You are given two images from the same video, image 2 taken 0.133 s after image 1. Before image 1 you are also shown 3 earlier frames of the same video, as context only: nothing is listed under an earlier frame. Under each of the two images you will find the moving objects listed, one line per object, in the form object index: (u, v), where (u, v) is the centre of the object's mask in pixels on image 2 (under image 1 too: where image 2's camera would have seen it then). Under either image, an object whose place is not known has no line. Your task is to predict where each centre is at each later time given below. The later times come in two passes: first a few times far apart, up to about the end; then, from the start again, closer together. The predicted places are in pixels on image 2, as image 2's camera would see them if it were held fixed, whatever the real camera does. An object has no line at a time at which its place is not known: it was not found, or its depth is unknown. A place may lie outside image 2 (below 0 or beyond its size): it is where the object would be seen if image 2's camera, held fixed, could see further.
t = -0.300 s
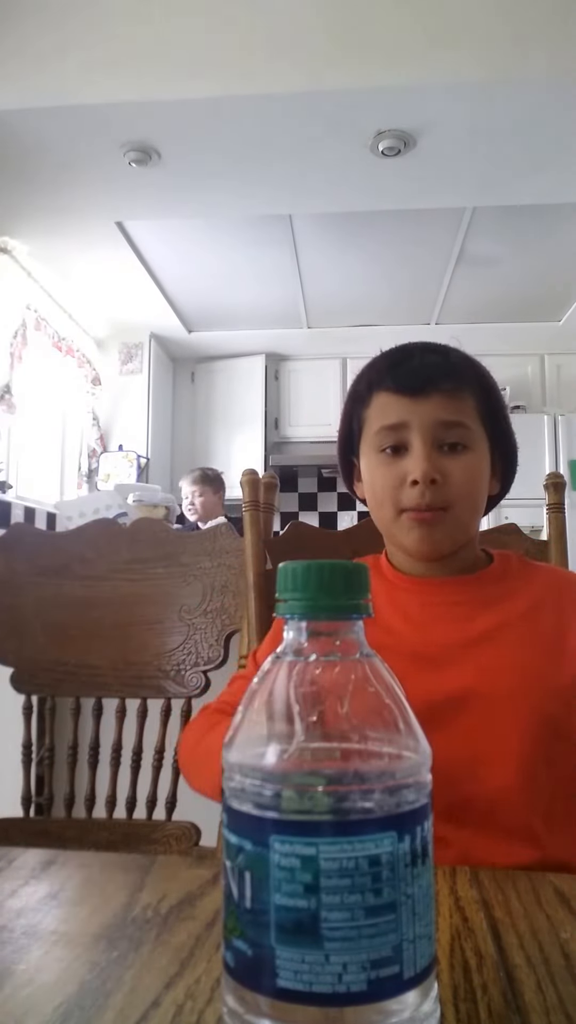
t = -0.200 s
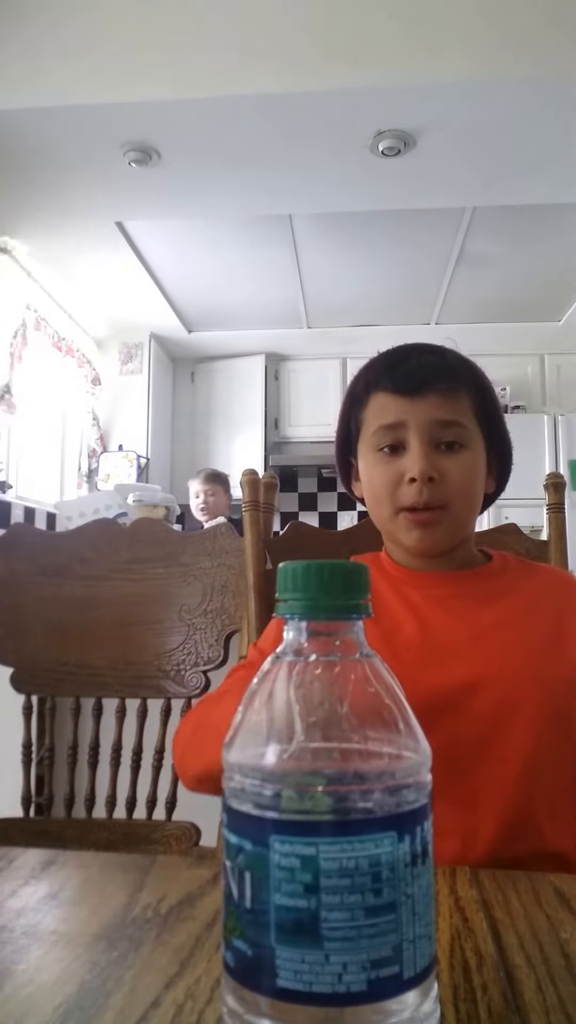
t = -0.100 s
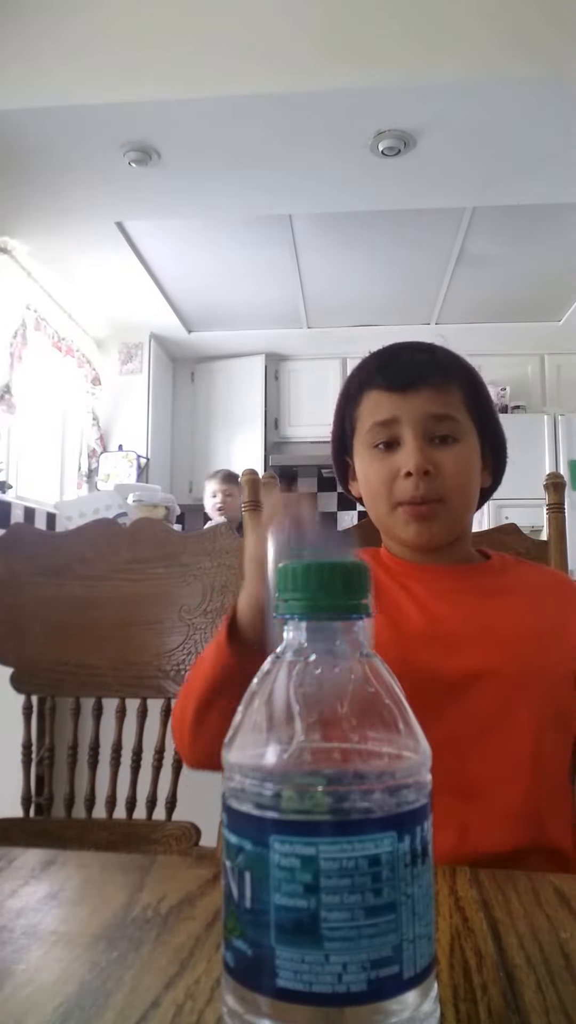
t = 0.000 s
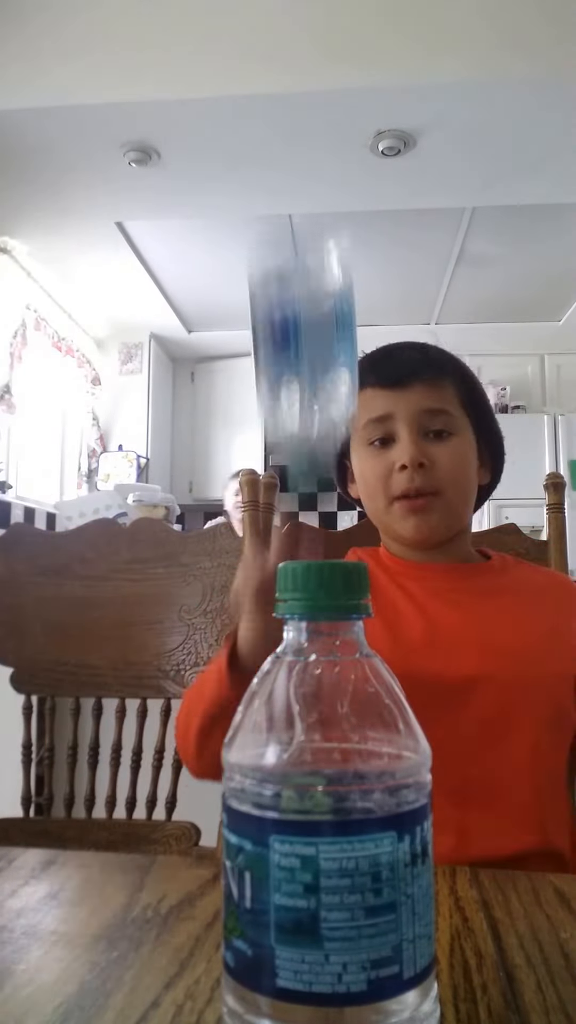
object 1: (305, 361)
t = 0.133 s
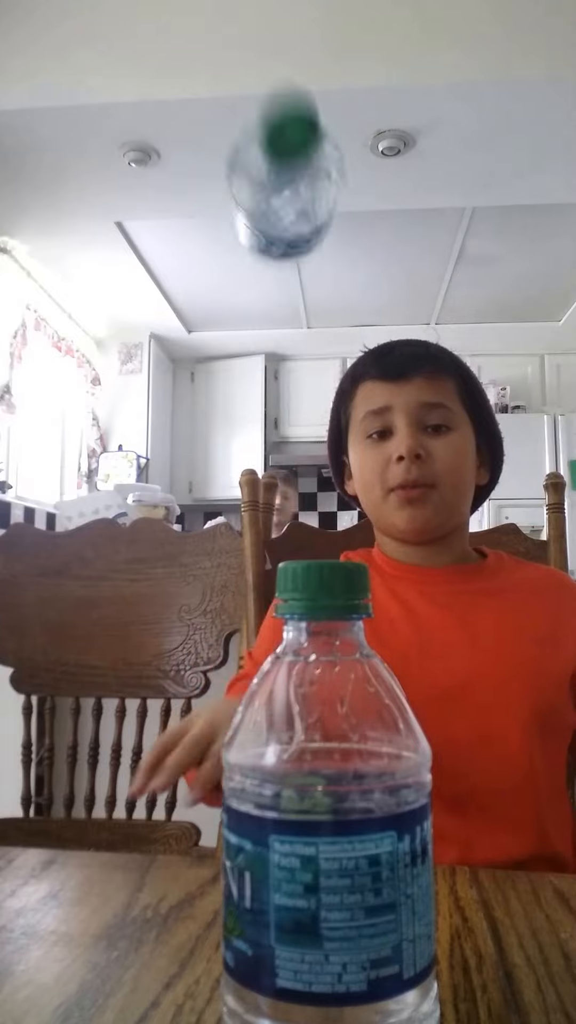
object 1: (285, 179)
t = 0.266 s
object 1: (254, 298)
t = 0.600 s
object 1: (133, 786)
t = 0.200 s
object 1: (271, 193)
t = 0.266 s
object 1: (254, 298)
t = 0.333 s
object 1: (234, 511)
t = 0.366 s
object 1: (214, 650)
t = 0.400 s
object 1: (198, 725)
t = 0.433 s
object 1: (188, 734)
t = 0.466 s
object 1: (180, 740)
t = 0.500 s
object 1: (169, 747)
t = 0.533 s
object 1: (159, 757)
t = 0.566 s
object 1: (145, 769)
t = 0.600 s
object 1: (133, 786)
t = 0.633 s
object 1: (116, 800)
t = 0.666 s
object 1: (111, 819)
